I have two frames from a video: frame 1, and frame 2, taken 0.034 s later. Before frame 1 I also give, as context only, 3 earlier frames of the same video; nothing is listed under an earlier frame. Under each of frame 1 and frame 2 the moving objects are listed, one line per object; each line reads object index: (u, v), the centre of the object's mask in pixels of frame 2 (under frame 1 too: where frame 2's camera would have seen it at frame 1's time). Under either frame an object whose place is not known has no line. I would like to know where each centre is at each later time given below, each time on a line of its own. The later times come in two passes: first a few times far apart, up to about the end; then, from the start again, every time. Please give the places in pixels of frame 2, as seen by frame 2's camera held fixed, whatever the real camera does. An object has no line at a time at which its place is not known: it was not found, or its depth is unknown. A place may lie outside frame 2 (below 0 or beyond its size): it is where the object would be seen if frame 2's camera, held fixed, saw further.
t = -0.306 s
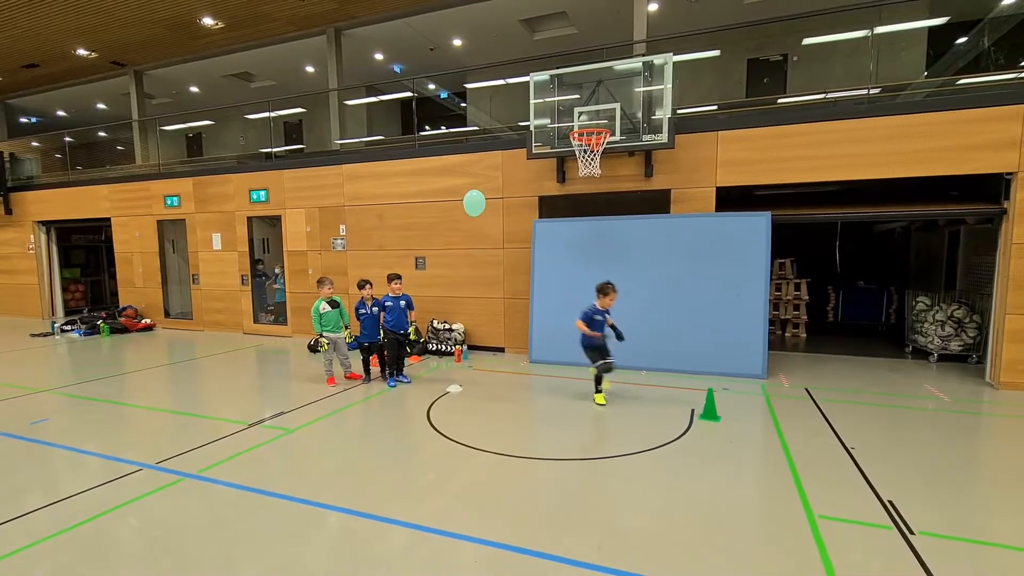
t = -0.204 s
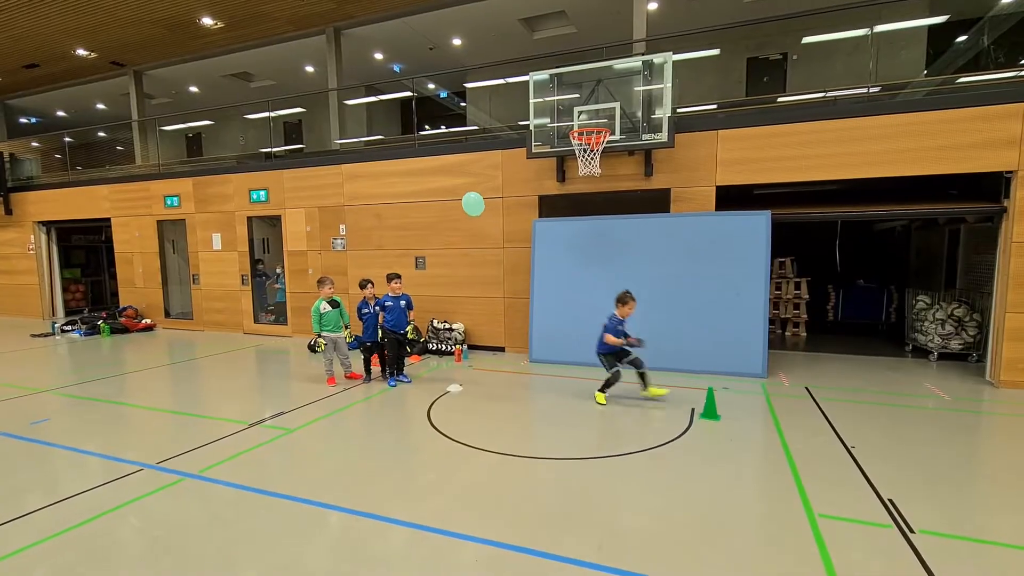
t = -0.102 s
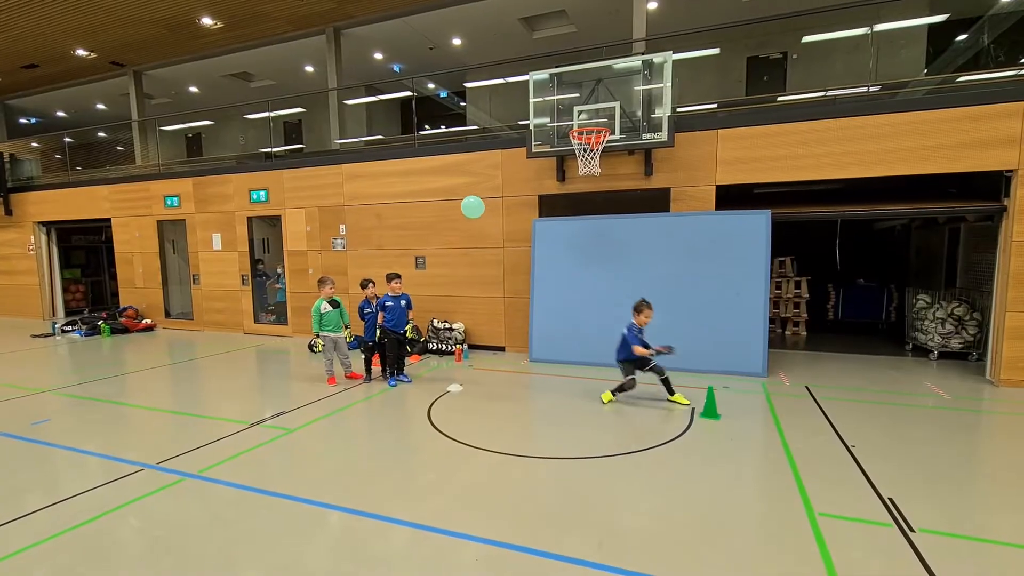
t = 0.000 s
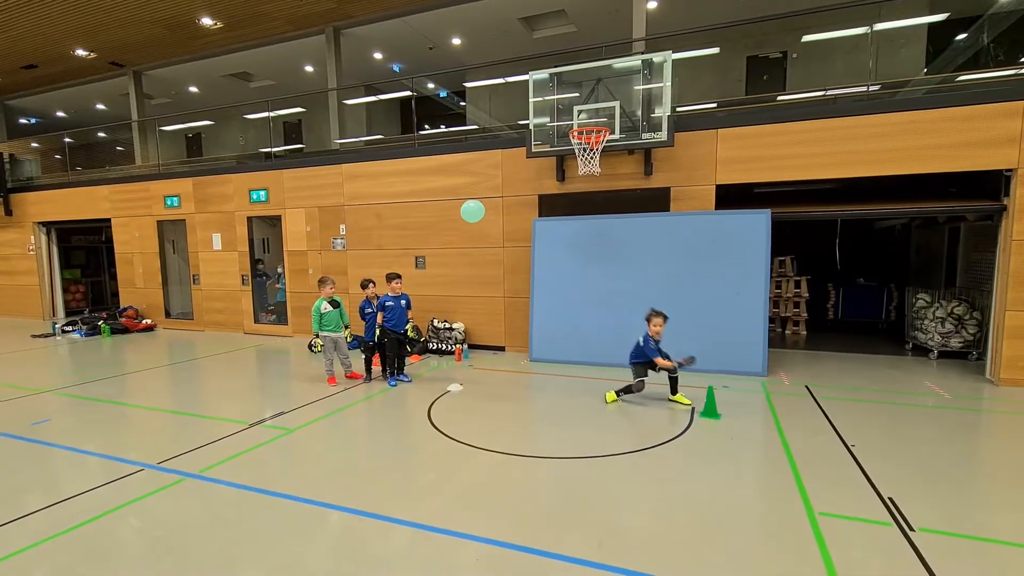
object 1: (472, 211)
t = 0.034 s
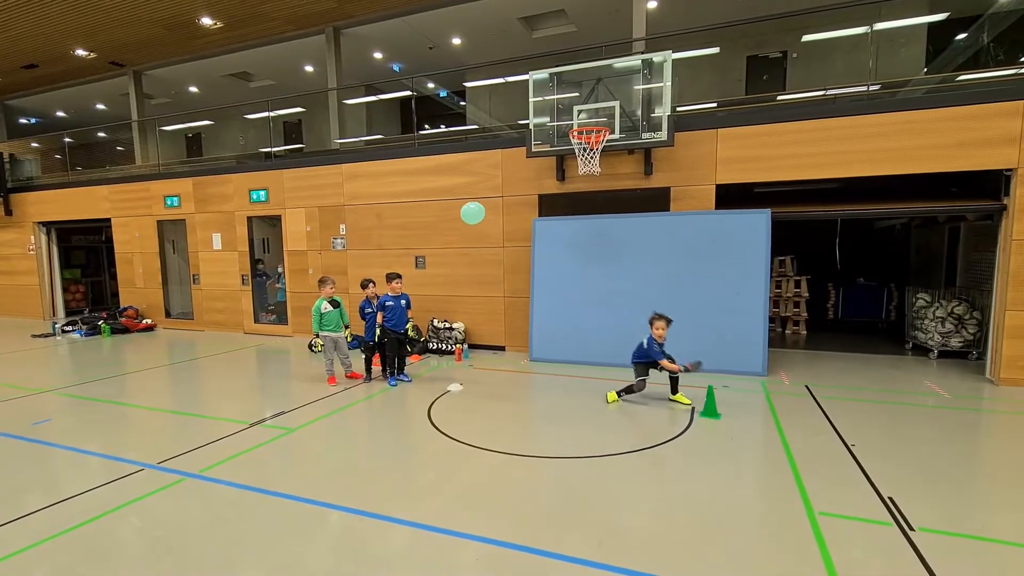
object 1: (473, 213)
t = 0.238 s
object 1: (473, 227)
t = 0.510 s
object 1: (477, 256)
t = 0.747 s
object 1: (482, 288)
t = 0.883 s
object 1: (482, 306)
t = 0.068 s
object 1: (473, 215)
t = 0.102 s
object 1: (473, 217)
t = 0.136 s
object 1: (473, 219)
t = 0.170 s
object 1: (473, 222)
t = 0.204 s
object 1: (473, 224)
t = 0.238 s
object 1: (473, 227)
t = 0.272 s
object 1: (473, 230)
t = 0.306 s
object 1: (474, 233)
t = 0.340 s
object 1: (474, 237)
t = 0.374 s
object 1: (474, 240)
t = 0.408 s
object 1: (475, 244)
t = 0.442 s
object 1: (476, 247)
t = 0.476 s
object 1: (476, 251)
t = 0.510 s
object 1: (477, 256)
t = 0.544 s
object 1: (478, 260)
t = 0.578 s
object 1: (479, 264)
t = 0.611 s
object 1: (479, 269)
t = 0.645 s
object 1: (480, 273)
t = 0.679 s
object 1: (481, 278)
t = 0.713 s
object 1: (481, 283)
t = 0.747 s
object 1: (482, 288)
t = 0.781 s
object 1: (482, 292)
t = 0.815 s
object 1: (482, 297)
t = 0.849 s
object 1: (483, 302)
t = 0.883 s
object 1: (482, 306)
